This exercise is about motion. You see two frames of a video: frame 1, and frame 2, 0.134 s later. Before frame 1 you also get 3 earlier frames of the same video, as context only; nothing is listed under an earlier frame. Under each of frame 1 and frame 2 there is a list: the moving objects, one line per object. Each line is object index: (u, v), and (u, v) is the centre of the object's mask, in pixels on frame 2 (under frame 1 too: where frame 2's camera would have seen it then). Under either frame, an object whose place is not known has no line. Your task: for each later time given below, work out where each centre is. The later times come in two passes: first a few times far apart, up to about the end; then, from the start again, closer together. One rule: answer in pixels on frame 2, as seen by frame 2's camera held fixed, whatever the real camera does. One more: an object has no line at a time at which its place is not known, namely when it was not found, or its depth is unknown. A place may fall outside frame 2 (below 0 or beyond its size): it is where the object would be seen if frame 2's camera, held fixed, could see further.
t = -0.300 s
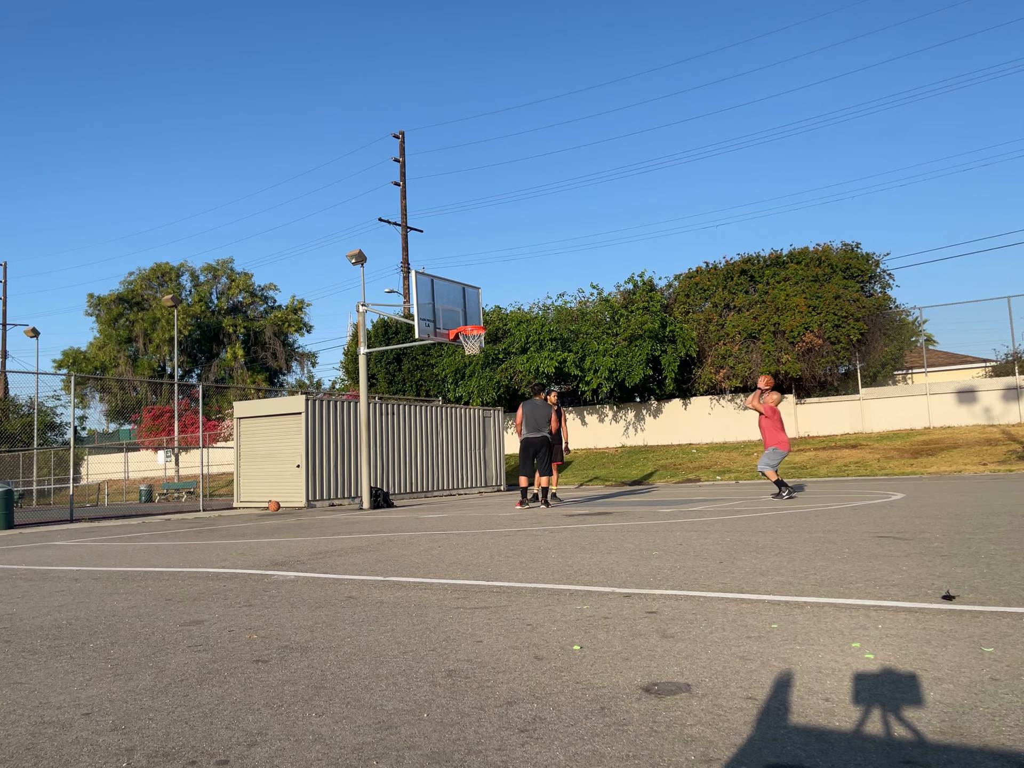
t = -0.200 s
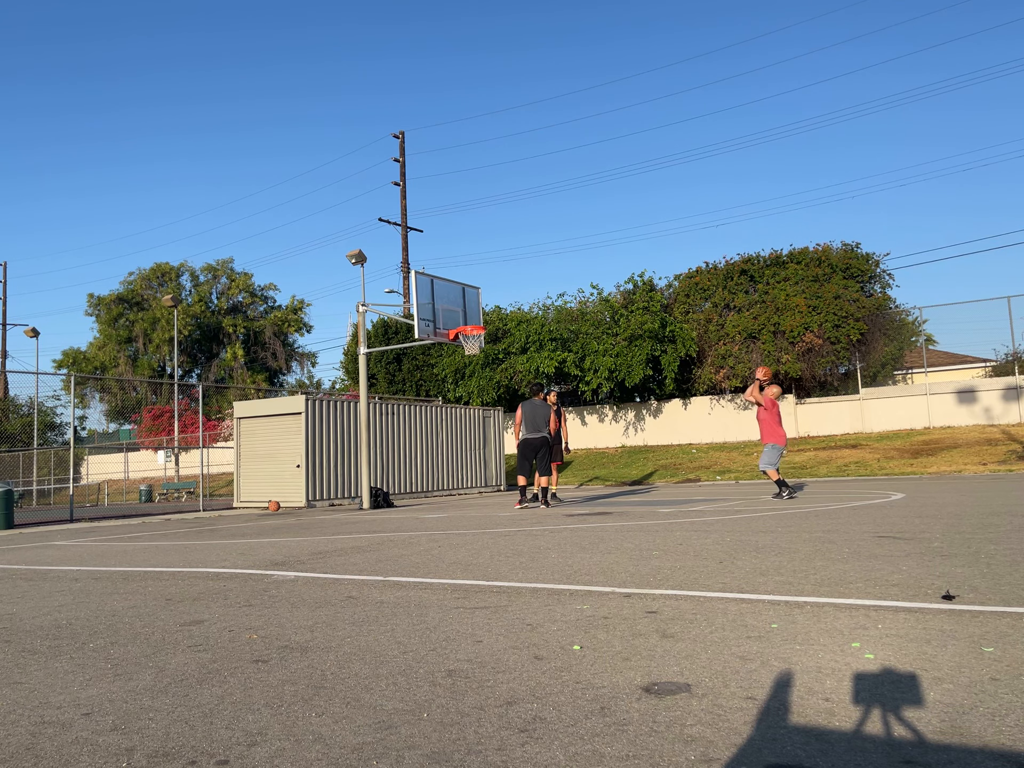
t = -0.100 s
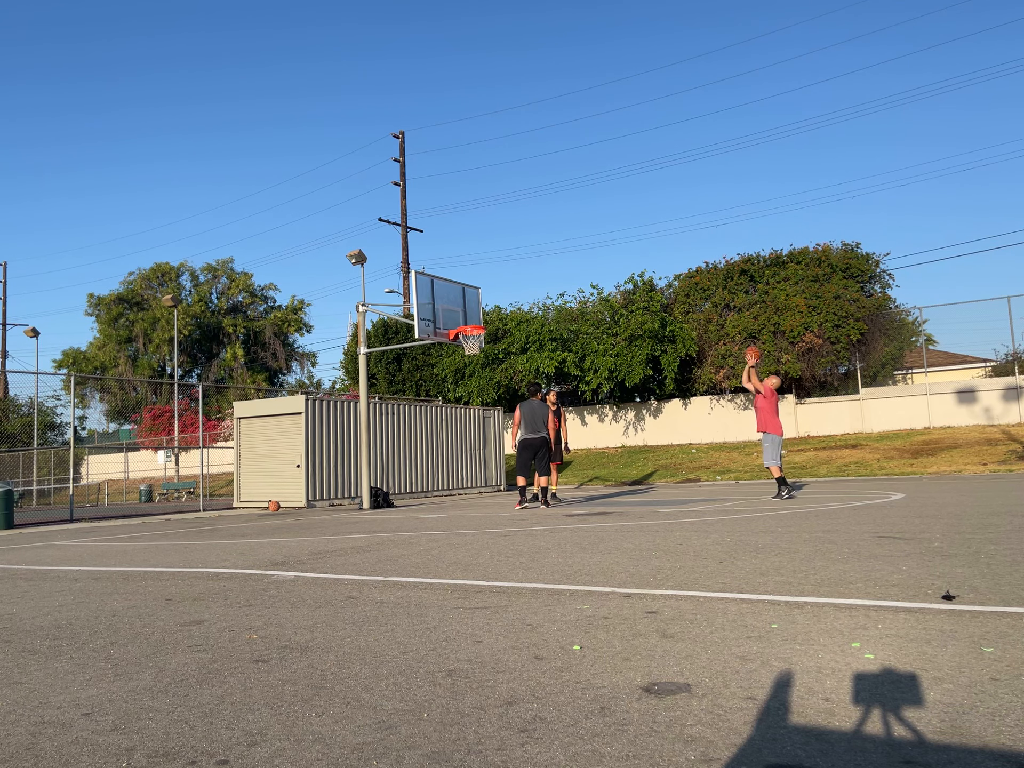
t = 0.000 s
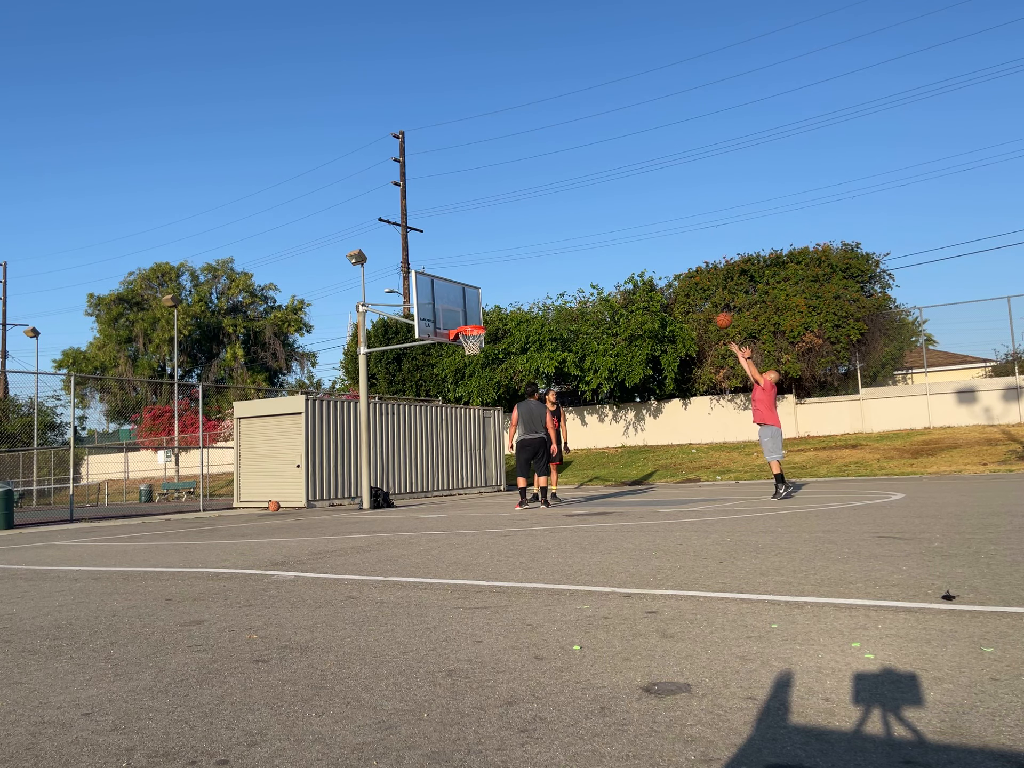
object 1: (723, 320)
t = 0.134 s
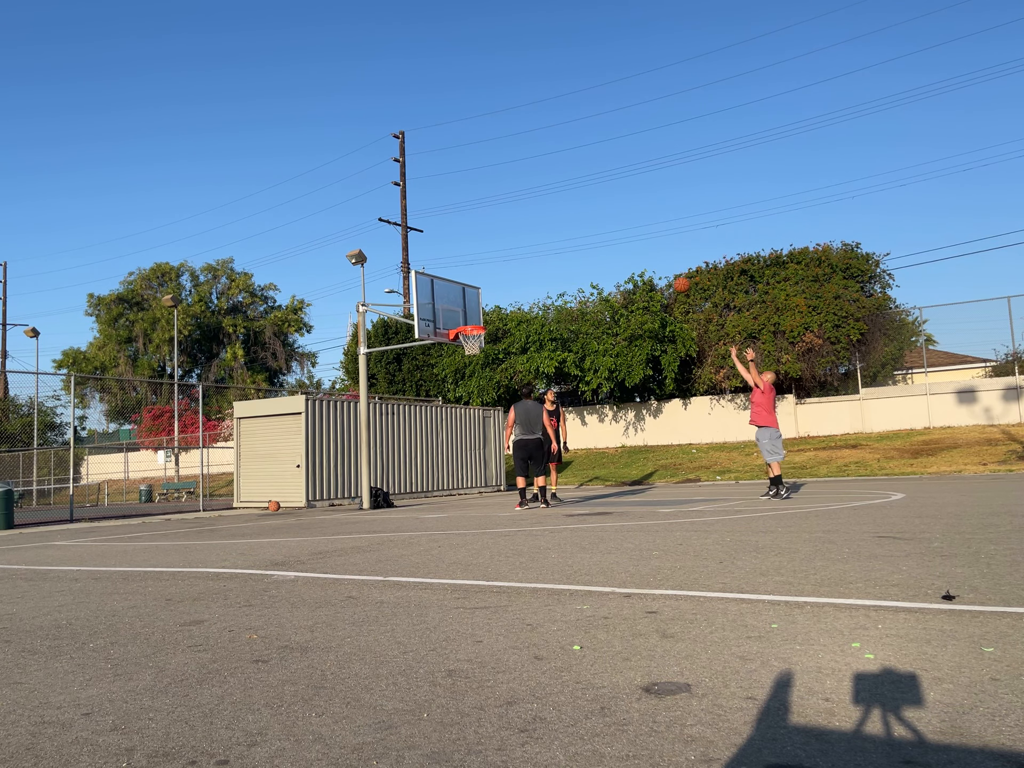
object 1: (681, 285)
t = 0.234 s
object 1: (652, 267)
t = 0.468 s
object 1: (588, 249)
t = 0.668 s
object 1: (539, 260)
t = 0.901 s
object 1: (485, 303)
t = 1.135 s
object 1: (482, 336)
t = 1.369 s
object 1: (475, 345)
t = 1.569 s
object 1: (467, 352)
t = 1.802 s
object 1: (474, 357)
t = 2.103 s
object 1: (481, 403)
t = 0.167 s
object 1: (671, 278)
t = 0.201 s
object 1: (662, 272)
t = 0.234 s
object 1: (652, 267)
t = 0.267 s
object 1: (643, 262)
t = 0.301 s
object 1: (633, 258)
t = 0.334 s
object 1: (624, 255)
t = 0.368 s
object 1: (615, 252)
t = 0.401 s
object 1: (606, 251)
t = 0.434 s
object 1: (597, 249)
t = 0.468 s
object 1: (588, 249)
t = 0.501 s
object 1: (580, 249)
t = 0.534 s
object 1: (571, 250)
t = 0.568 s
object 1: (563, 252)
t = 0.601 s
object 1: (555, 254)
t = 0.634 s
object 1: (547, 257)
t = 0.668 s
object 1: (539, 260)
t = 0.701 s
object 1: (531, 265)
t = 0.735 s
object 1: (523, 269)
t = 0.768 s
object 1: (516, 275)
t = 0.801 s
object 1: (508, 281)
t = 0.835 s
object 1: (500, 288)
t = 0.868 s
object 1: (493, 295)
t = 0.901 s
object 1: (485, 303)
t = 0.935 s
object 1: (478, 311)
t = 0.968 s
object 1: (470, 319)
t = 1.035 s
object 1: (471, 335)
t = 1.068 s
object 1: (480, 337)
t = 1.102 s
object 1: (483, 336)
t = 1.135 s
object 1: (482, 336)
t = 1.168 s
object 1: (483, 335)
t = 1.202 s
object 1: (481, 335)
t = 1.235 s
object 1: (482, 336)
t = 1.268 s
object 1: (480, 337)
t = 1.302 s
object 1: (478, 342)
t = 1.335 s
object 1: (476, 343)
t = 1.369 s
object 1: (475, 345)
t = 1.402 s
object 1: (471, 349)
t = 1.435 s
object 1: (468, 351)
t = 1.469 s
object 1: (468, 352)
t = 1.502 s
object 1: (468, 353)
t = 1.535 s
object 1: (468, 353)
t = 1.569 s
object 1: (467, 352)
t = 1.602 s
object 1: (468, 353)
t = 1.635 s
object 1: (469, 353)
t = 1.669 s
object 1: (470, 354)
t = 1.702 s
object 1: (471, 355)
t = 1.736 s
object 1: (473, 356)
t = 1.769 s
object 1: (473, 357)
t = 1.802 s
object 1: (474, 357)
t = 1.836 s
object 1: (474, 359)
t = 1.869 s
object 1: (475, 362)
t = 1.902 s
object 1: (476, 365)
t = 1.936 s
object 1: (477, 370)
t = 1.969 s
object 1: (478, 376)
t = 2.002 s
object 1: (479, 381)
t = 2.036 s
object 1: (479, 388)
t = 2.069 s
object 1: (480, 395)
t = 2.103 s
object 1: (481, 403)
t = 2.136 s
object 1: (482, 412)
